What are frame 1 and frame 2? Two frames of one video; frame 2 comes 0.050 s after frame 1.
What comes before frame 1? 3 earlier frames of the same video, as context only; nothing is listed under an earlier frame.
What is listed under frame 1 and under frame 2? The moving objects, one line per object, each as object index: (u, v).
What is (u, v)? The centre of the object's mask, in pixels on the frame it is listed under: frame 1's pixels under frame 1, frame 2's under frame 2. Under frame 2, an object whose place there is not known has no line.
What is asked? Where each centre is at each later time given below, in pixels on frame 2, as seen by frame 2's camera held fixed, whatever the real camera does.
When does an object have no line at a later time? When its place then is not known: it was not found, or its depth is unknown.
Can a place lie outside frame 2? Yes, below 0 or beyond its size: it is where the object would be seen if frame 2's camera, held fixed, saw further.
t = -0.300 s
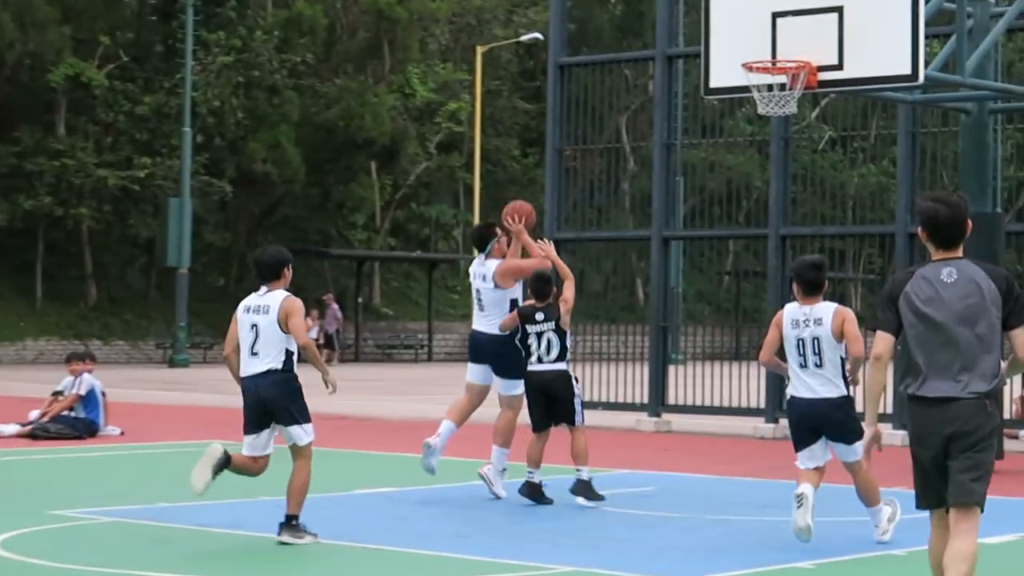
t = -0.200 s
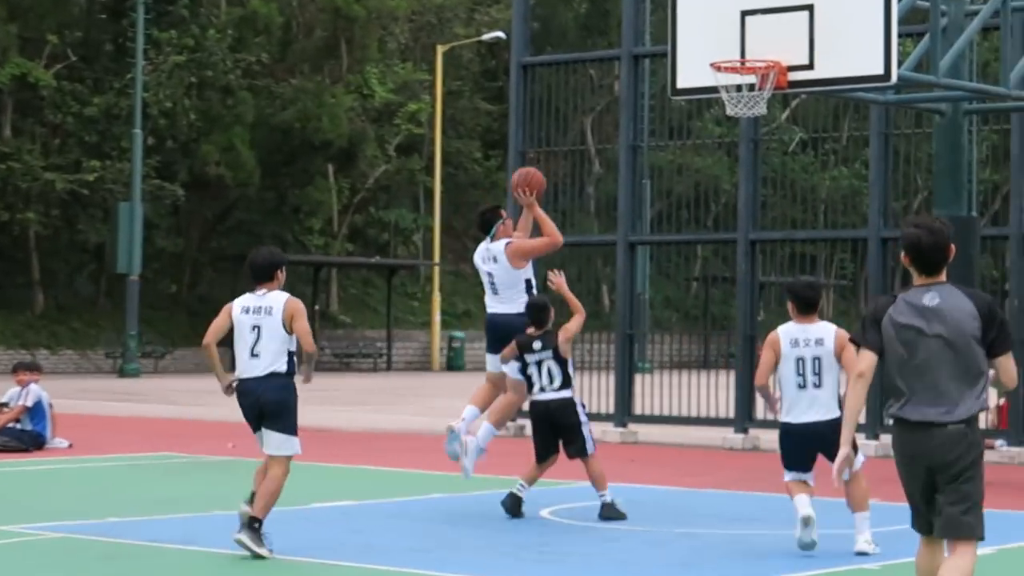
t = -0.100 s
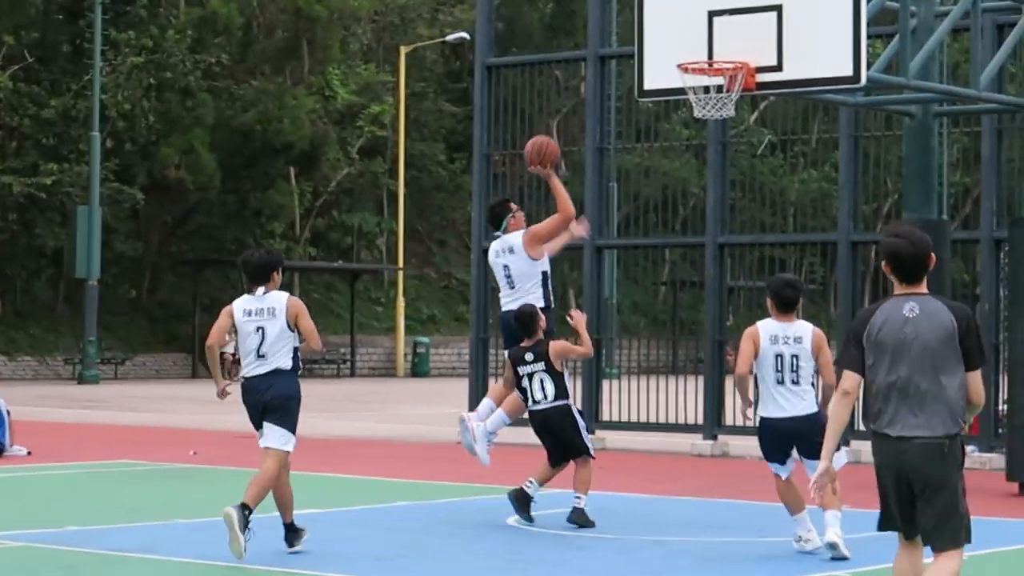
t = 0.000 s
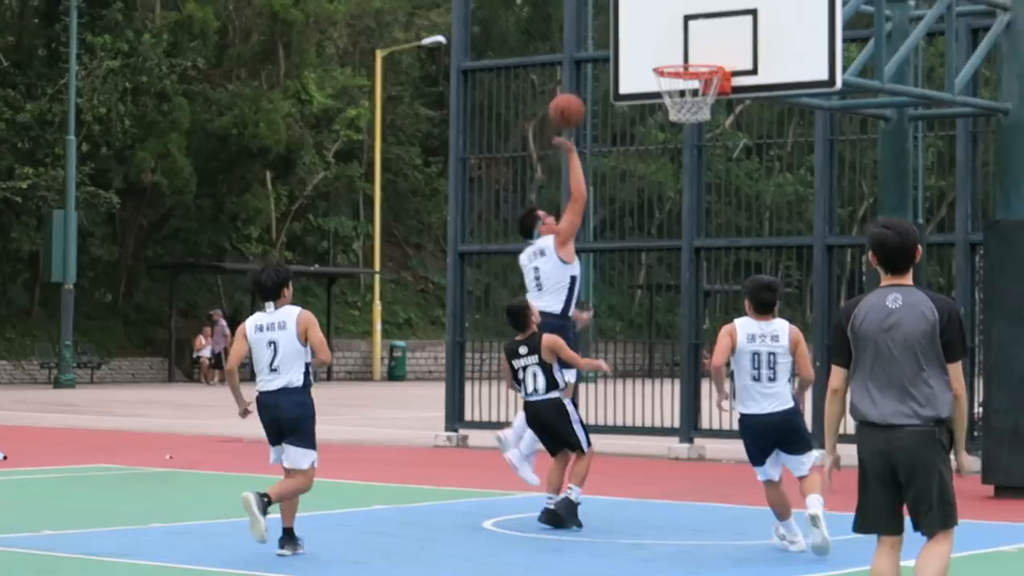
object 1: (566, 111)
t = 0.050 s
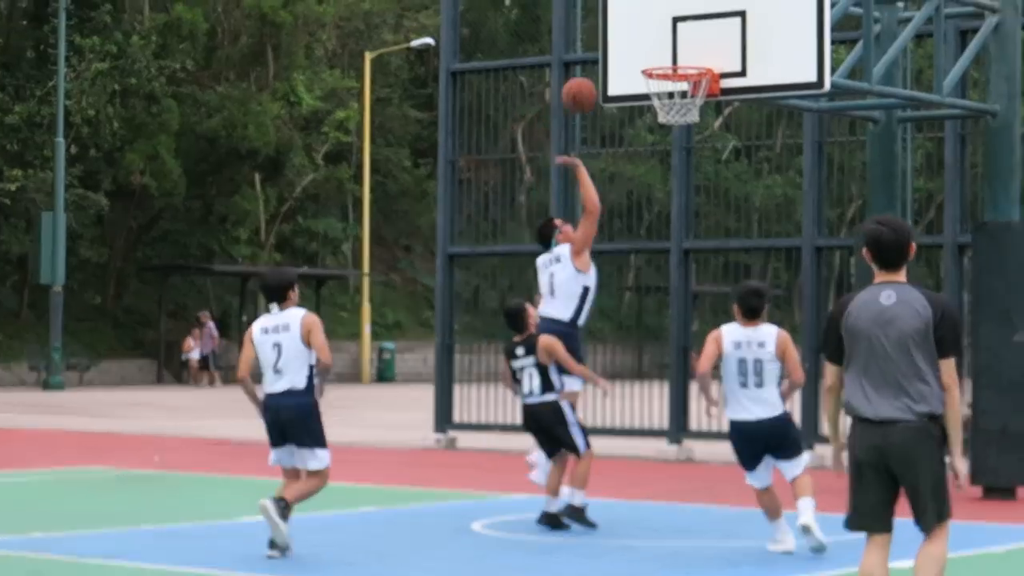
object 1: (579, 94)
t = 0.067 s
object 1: (587, 90)
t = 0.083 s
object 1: (595, 85)
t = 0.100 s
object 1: (604, 82)
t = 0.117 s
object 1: (613, 77)
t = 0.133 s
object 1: (621, 73)
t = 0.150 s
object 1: (630, 70)
